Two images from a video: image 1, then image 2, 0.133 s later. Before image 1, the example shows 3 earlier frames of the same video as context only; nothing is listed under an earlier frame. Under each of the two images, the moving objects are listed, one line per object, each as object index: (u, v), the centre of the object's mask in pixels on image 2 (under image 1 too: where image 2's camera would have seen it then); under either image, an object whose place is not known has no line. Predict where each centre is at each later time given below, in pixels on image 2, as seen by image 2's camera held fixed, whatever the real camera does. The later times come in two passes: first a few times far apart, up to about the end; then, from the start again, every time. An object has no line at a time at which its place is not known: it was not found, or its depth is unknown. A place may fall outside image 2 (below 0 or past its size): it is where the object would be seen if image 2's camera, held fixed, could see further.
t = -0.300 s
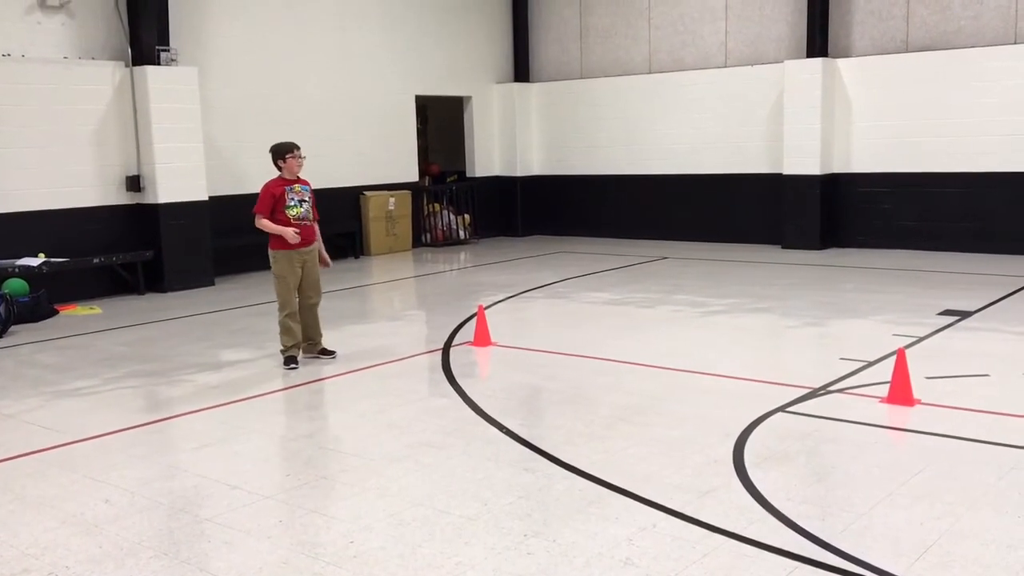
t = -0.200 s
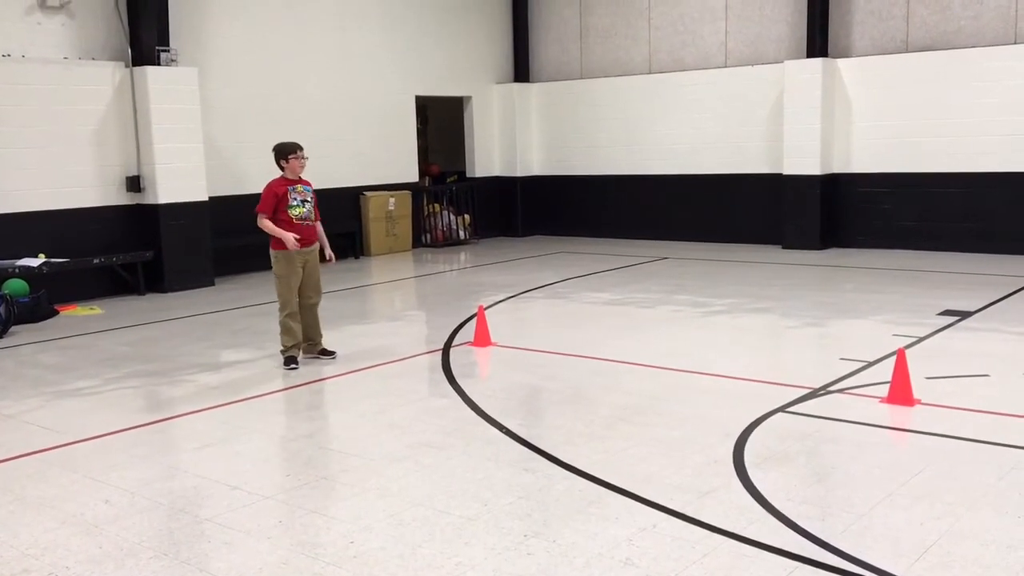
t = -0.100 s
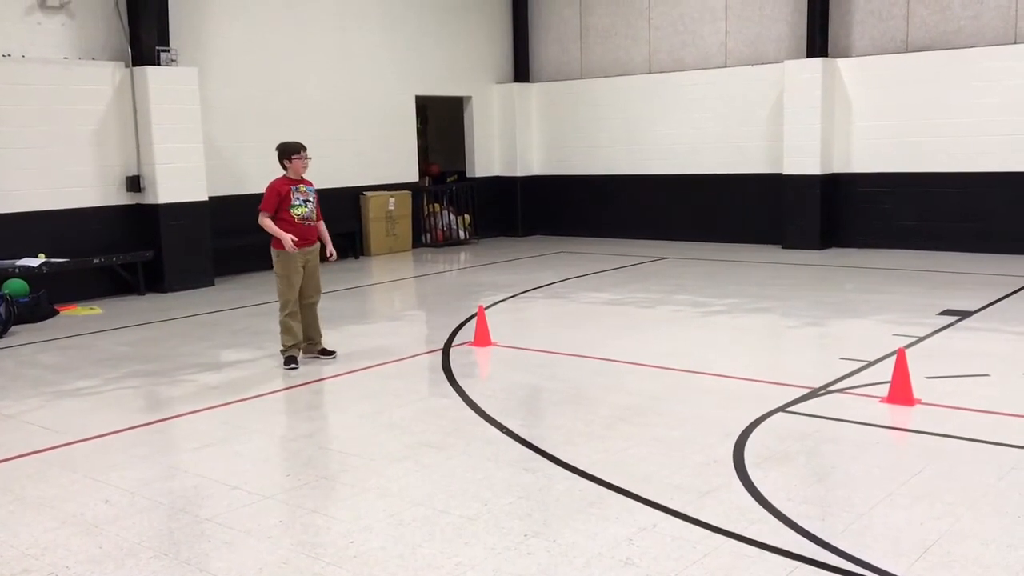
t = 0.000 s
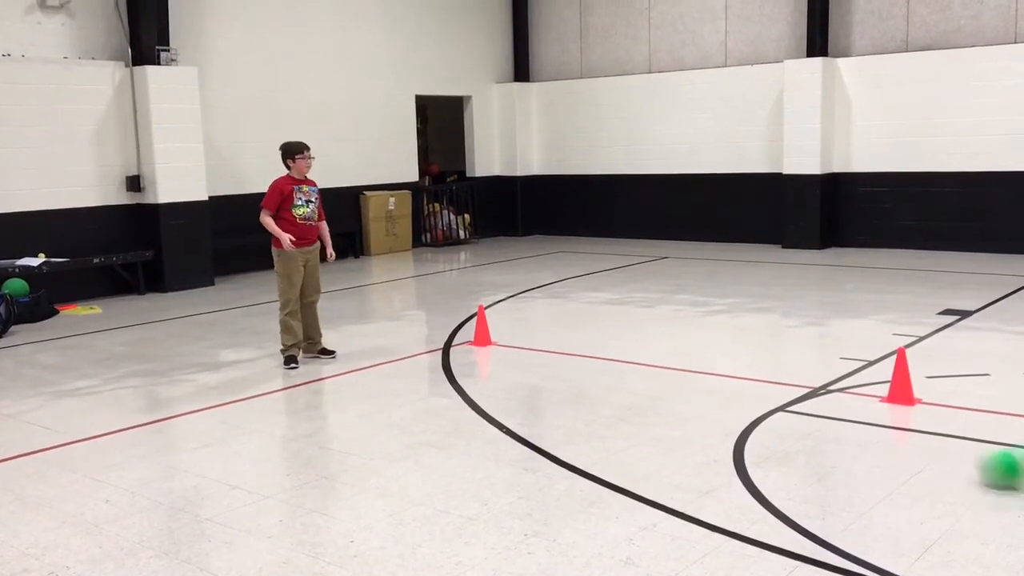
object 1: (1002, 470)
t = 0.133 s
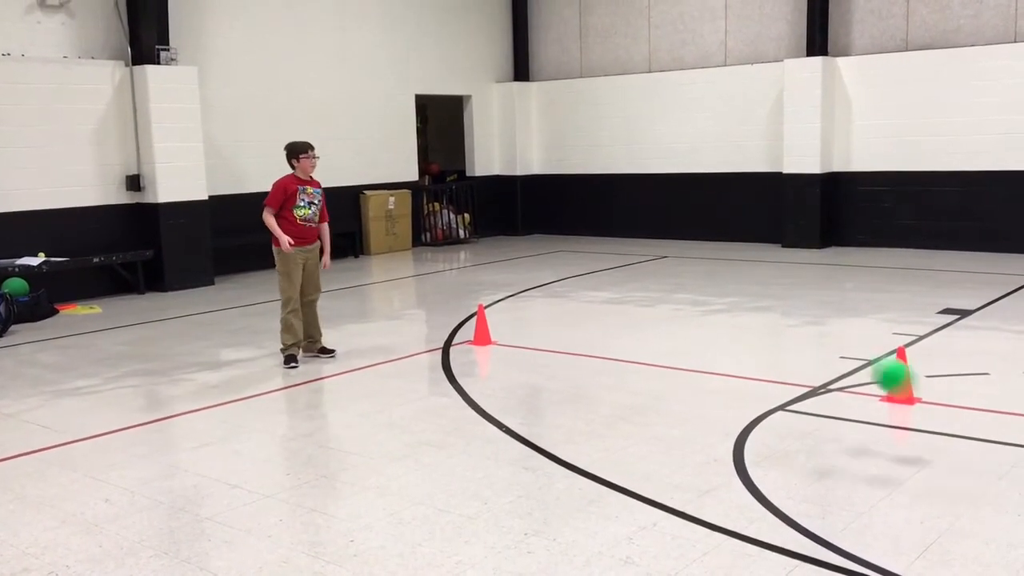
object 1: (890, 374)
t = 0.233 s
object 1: (817, 332)
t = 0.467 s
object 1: (671, 323)
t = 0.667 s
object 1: (573, 391)
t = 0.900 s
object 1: (484, 336)
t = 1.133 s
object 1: (412, 364)
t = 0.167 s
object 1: (865, 357)
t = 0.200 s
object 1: (840, 343)
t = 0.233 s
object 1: (817, 332)
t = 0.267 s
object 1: (793, 324)
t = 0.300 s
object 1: (772, 318)
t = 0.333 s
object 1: (750, 315)
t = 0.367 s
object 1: (729, 314)
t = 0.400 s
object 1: (709, 314)
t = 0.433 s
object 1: (689, 317)
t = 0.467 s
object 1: (671, 323)
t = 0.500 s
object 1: (653, 330)
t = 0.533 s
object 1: (635, 338)
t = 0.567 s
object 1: (619, 349)
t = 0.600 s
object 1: (603, 361)
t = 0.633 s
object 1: (588, 376)
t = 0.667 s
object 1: (573, 391)
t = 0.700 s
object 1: (559, 382)
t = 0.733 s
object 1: (545, 369)
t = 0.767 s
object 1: (532, 359)
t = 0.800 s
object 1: (520, 350)
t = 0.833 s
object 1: (508, 344)
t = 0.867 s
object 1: (496, 339)
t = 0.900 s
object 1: (484, 336)
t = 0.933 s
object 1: (473, 335)
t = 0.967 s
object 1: (462, 335)
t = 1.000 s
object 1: (451, 338)
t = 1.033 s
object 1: (441, 341)
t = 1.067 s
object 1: (431, 347)
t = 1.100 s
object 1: (422, 355)
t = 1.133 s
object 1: (412, 364)
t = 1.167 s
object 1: (402, 358)
